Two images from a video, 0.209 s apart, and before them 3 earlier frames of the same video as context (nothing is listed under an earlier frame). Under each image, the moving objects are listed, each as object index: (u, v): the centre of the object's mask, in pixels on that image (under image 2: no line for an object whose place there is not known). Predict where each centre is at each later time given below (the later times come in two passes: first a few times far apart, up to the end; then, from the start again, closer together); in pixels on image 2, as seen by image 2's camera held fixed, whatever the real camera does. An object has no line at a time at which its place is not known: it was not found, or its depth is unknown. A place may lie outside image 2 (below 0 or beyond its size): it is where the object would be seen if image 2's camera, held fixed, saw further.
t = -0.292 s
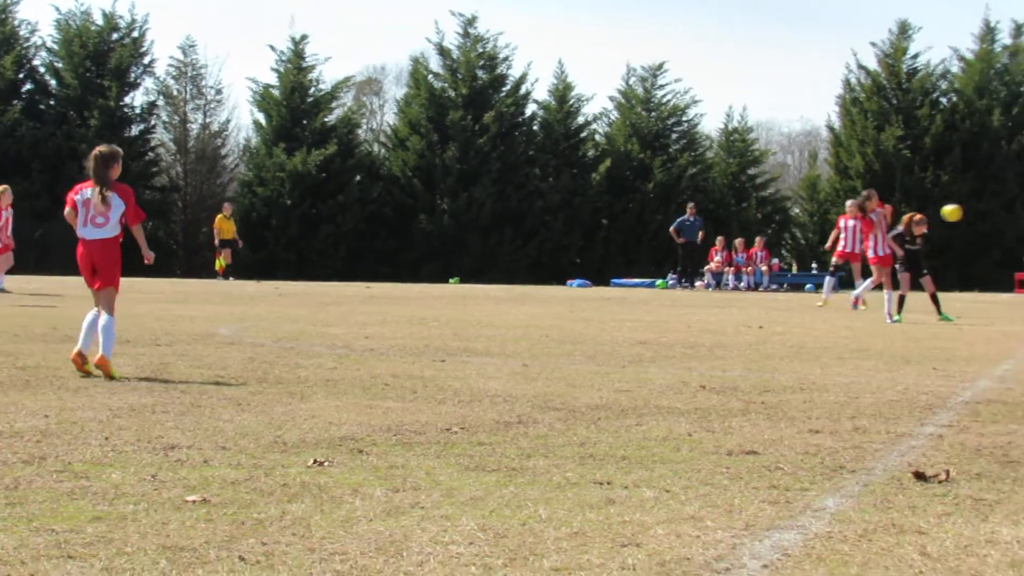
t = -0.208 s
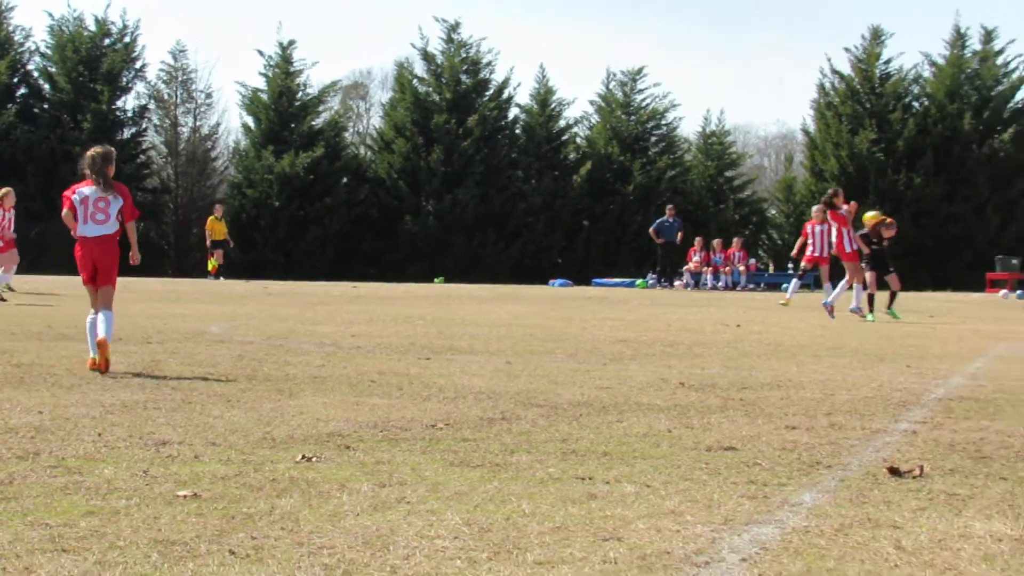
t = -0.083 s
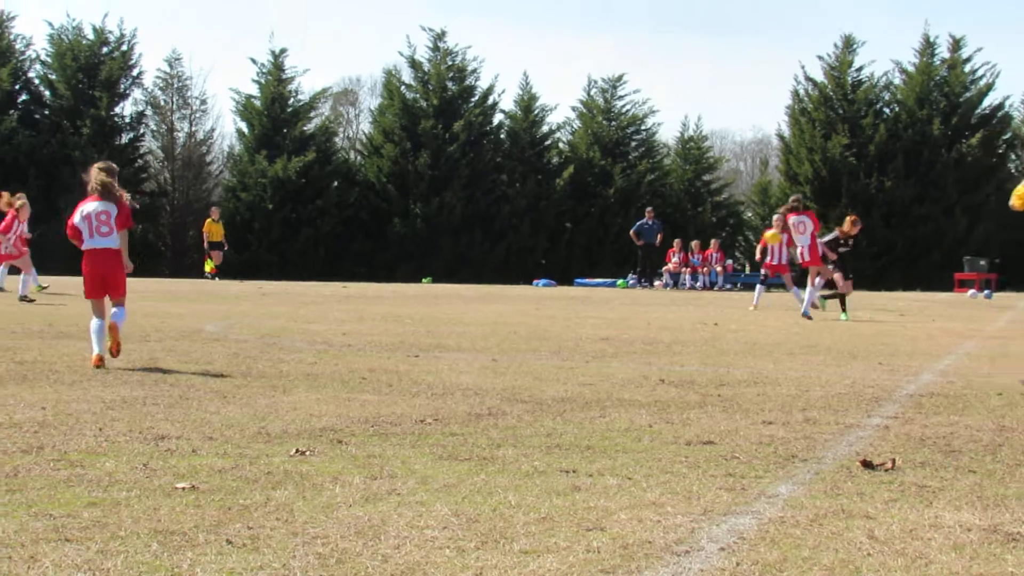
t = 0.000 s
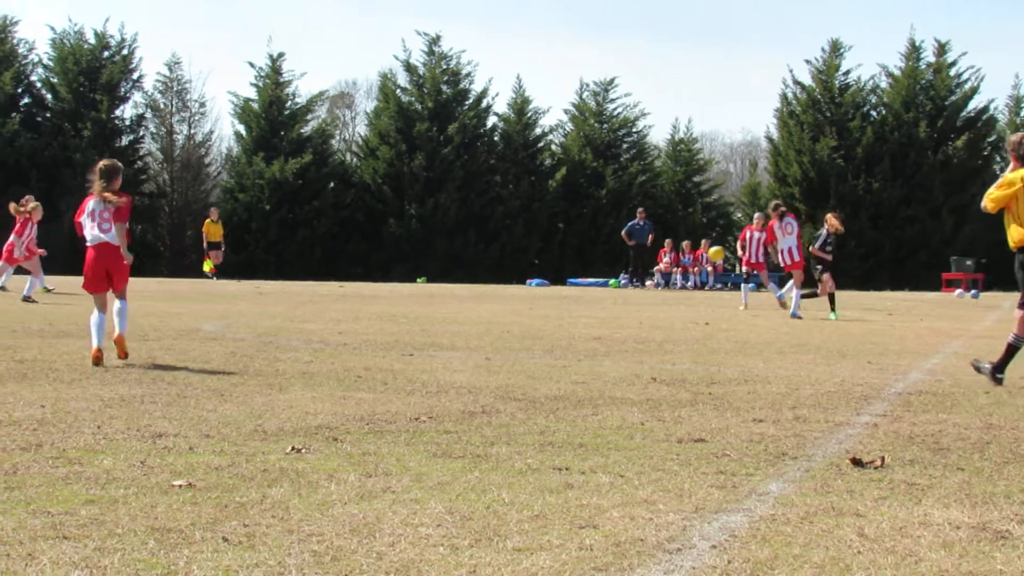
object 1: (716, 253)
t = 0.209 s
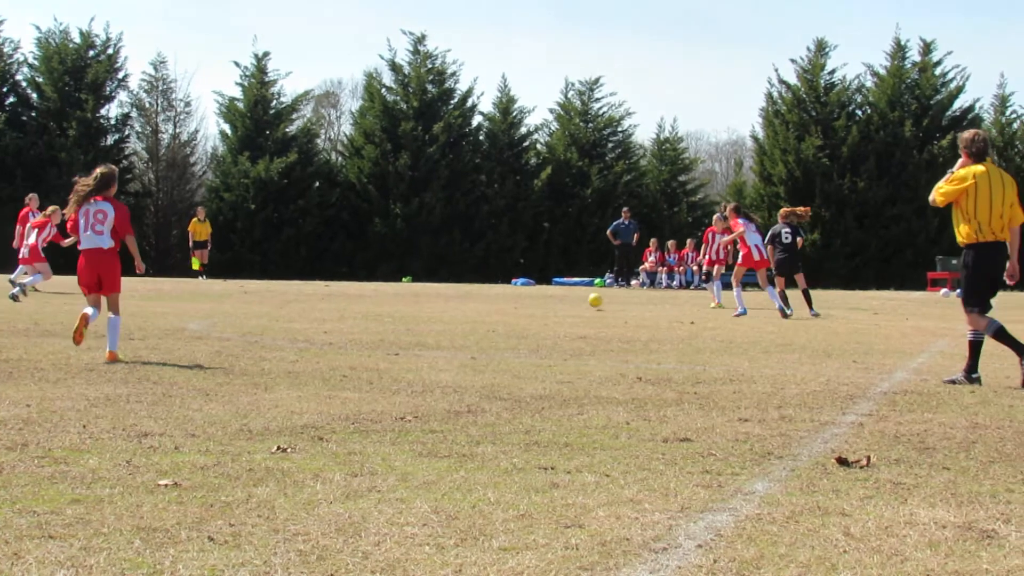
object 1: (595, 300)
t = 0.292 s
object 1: (573, 280)
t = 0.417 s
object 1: (540, 260)
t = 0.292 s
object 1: (573, 280)
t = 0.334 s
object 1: (562, 272)
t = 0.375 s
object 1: (551, 266)
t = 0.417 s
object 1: (540, 260)
